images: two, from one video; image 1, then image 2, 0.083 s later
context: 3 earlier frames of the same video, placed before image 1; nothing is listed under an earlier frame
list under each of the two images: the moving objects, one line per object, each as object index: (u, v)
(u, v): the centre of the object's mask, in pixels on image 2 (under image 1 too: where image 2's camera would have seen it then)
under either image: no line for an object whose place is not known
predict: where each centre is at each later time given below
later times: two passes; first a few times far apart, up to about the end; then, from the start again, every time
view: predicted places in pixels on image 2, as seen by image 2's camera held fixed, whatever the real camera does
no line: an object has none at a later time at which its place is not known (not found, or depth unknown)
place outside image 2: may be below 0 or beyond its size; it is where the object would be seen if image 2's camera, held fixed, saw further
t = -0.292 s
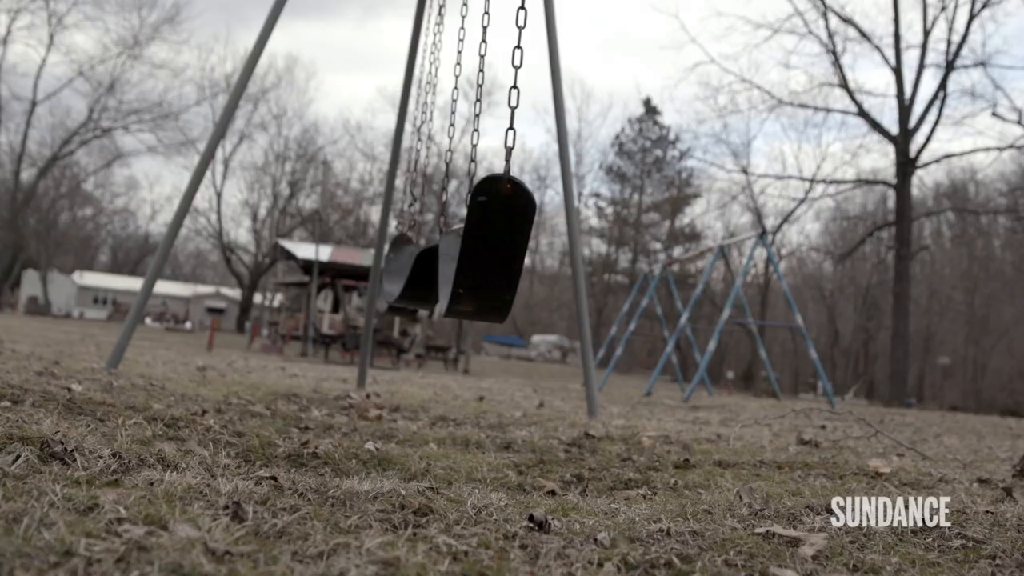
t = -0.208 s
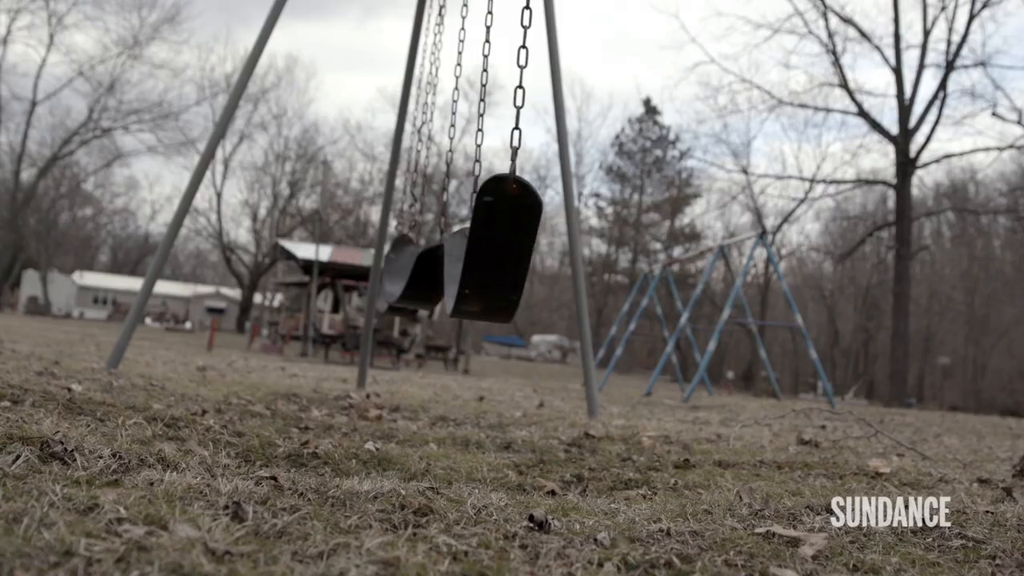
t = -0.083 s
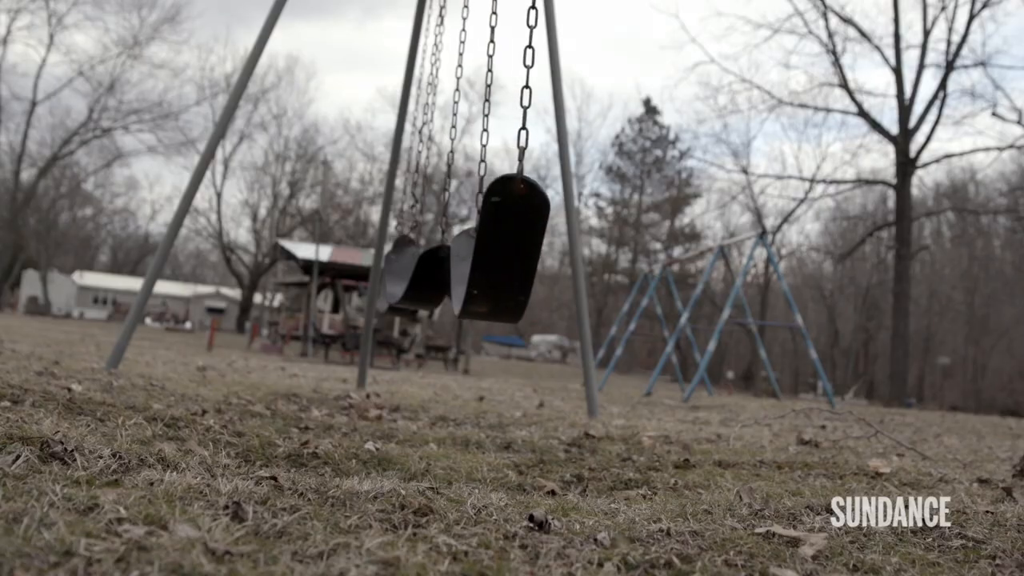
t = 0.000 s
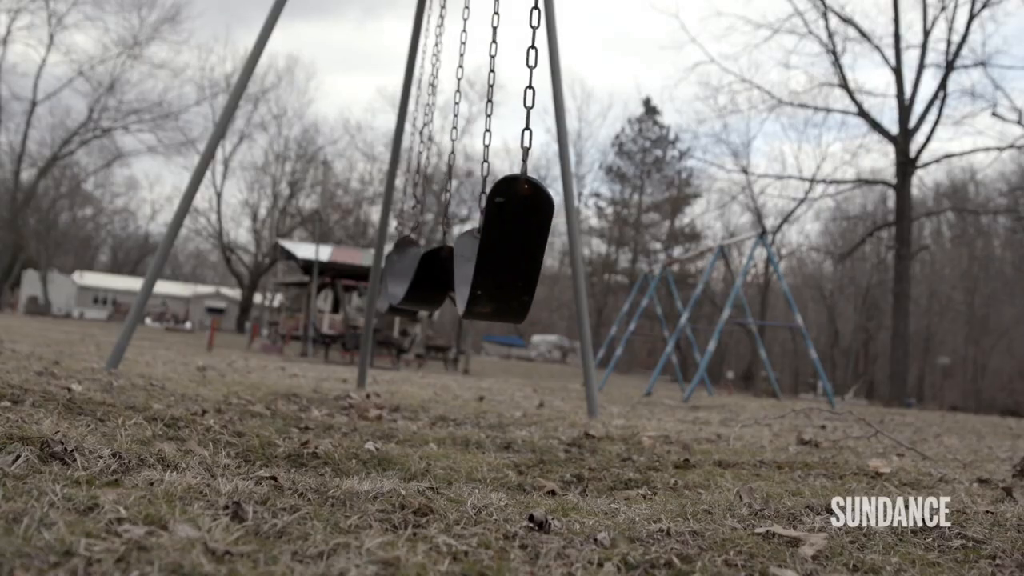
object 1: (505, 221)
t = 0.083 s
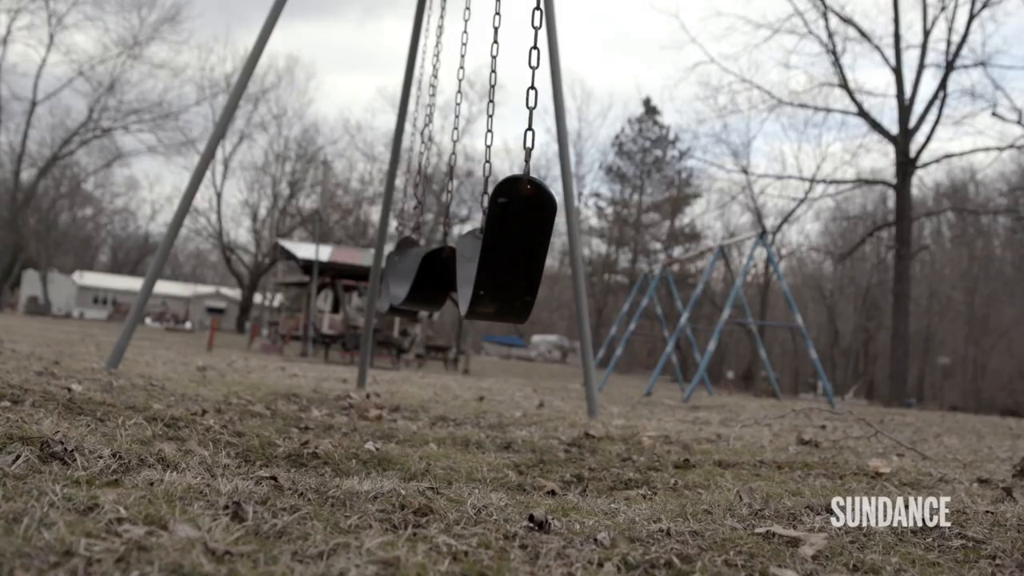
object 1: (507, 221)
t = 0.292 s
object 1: (507, 221)
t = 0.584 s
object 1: (495, 222)
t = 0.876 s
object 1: (474, 218)
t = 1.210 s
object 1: (451, 208)
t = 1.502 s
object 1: (437, 214)
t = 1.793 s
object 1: (436, 212)
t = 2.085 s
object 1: (449, 221)
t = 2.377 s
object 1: (469, 218)
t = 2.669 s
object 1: (489, 223)
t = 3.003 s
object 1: (500, 222)
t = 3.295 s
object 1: (494, 223)
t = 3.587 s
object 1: (476, 221)
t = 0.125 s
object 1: (508, 221)
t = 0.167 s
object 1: (508, 221)
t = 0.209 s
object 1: (508, 221)
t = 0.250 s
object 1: (508, 221)
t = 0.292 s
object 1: (507, 221)
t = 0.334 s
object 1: (507, 222)
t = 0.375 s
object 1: (505, 222)
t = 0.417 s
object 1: (504, 222)
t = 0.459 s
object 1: (502, 222)
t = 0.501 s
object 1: (500, 222)
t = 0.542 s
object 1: (498, 222)
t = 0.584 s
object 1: (495, 222)
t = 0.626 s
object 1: (493, 222)
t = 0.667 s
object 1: (490, 222)
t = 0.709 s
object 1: (487, 222)
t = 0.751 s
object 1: (484, 222)
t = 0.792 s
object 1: (480, 221)
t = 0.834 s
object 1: (477, 218)
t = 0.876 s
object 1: (474, 218)
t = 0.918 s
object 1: (471, 219)
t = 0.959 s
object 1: (468, 217)
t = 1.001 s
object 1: (464, 215)
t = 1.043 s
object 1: (462, 211)
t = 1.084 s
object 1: (459, 206)
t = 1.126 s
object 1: (456, 204)
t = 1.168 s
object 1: (453, 209)
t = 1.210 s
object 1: (451, 208)
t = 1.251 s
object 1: (447, 218)
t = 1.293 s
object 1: (445, 216)
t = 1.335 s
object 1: (442, 214)
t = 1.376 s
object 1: (441, 213)
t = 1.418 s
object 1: (439, 213)
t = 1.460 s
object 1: (438, 214)
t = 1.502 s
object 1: (437, 214)
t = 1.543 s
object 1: (436, 213)
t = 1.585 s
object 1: (436, 214)
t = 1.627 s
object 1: (435, 213)
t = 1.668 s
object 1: (435, 213)
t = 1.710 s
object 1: (435, 213)
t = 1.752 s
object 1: (436, 212)
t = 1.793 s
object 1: (436, 212)
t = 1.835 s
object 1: (436, 212)
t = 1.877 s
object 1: (438, 206)
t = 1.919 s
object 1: (438, 211)
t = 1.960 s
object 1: (441, 231)
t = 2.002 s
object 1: (444, 229)
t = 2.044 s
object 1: (446, 222)
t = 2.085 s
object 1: (449, 221)
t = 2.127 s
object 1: (451, 220)
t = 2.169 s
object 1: (454, 222)
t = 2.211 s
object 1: (457, 222)
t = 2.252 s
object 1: (460, 219)
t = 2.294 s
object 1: (463, 219)
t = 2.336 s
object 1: (466, 219)
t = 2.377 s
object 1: (469, 218)
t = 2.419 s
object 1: (472, 219)
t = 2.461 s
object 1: (475, 220)
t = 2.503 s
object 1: (478, 219)
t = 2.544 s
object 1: (481, 222)
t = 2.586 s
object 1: (484, 224)
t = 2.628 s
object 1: (486, 225)
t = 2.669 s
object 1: (489, 223)
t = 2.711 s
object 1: (491, 222)
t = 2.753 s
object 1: (493, 222)
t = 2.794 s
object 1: (495, 222)
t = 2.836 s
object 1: (496, 221)
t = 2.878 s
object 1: (497, 222)
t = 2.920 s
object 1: (498, 222)
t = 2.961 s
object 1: (499, 222)
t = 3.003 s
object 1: (500, 222)
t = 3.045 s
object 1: (500, 223)
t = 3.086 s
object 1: (499, 222)
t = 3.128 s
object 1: (499, 223)
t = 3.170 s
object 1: (498, 223)
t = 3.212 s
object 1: (497, 222)
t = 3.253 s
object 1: (496, 223)
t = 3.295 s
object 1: (494, 223)
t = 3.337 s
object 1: (492, 223)
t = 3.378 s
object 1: (490, 223)
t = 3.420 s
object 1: (488, 223)
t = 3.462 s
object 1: (486, 223)
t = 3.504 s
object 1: (483, 223)
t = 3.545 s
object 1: (479, 222)
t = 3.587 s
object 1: (476, 221)
